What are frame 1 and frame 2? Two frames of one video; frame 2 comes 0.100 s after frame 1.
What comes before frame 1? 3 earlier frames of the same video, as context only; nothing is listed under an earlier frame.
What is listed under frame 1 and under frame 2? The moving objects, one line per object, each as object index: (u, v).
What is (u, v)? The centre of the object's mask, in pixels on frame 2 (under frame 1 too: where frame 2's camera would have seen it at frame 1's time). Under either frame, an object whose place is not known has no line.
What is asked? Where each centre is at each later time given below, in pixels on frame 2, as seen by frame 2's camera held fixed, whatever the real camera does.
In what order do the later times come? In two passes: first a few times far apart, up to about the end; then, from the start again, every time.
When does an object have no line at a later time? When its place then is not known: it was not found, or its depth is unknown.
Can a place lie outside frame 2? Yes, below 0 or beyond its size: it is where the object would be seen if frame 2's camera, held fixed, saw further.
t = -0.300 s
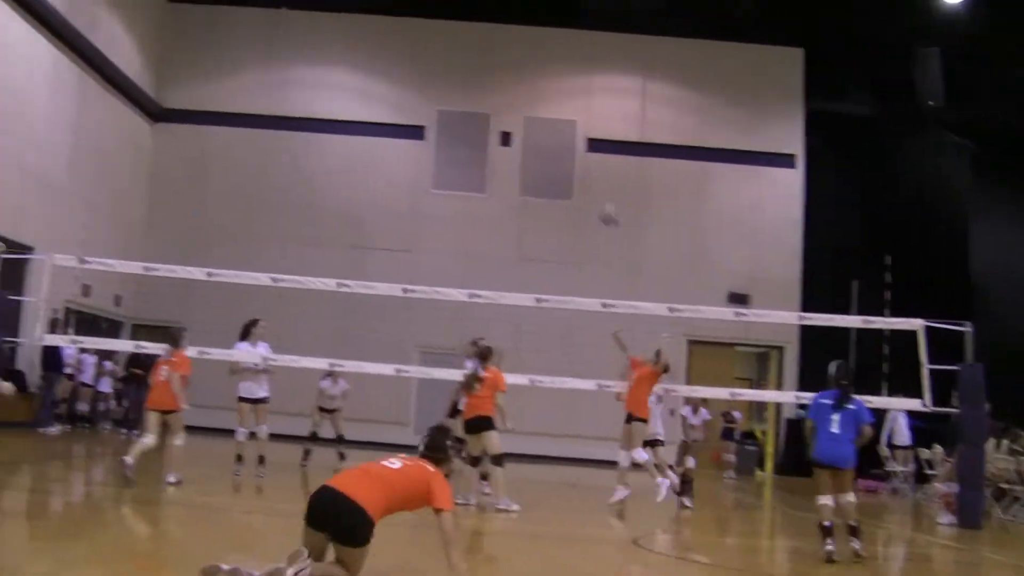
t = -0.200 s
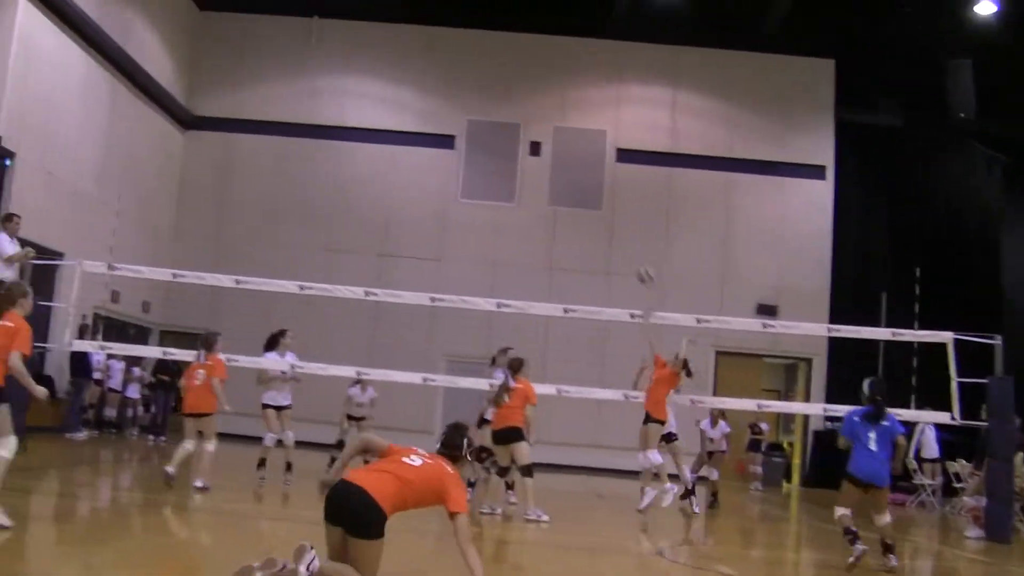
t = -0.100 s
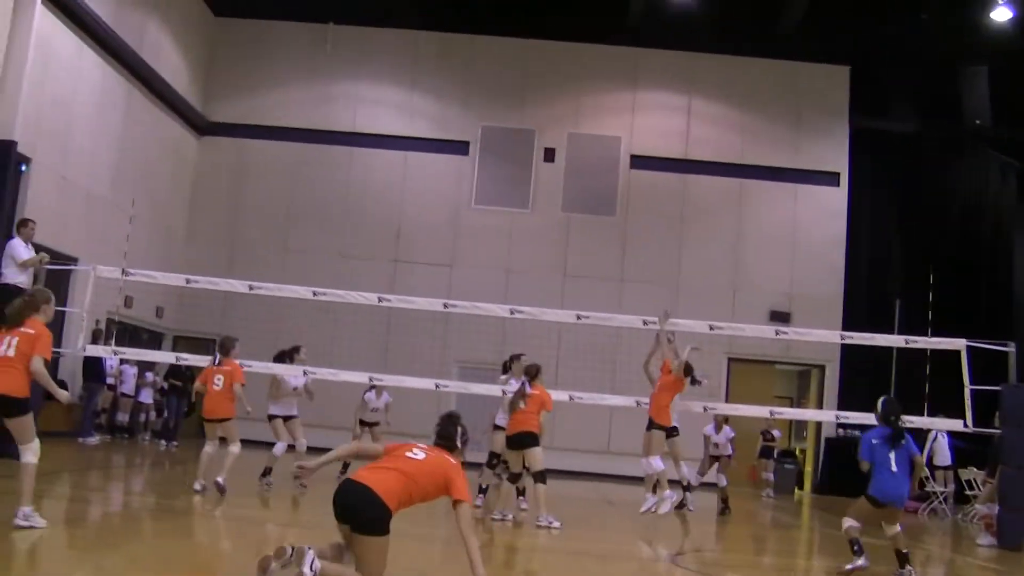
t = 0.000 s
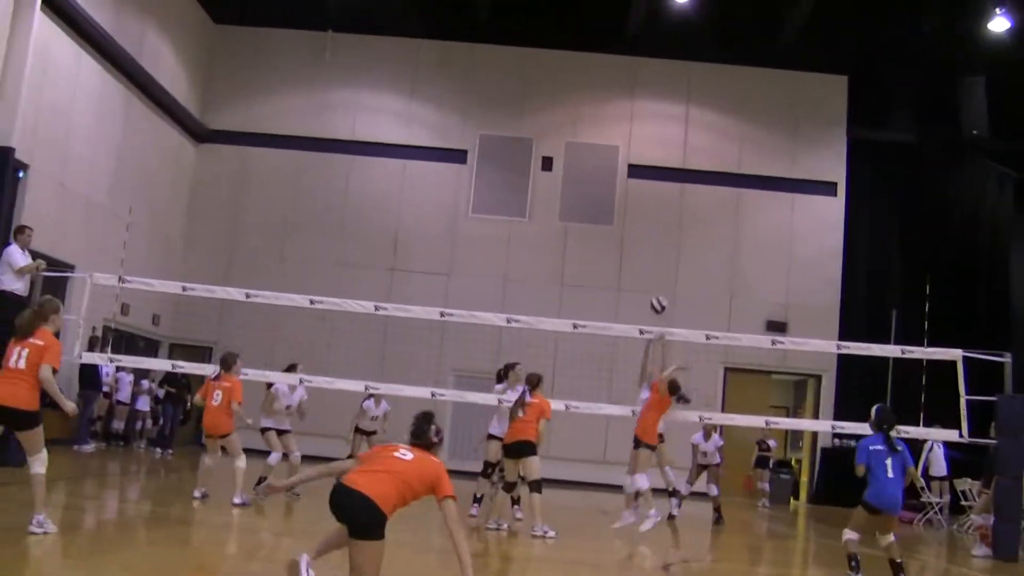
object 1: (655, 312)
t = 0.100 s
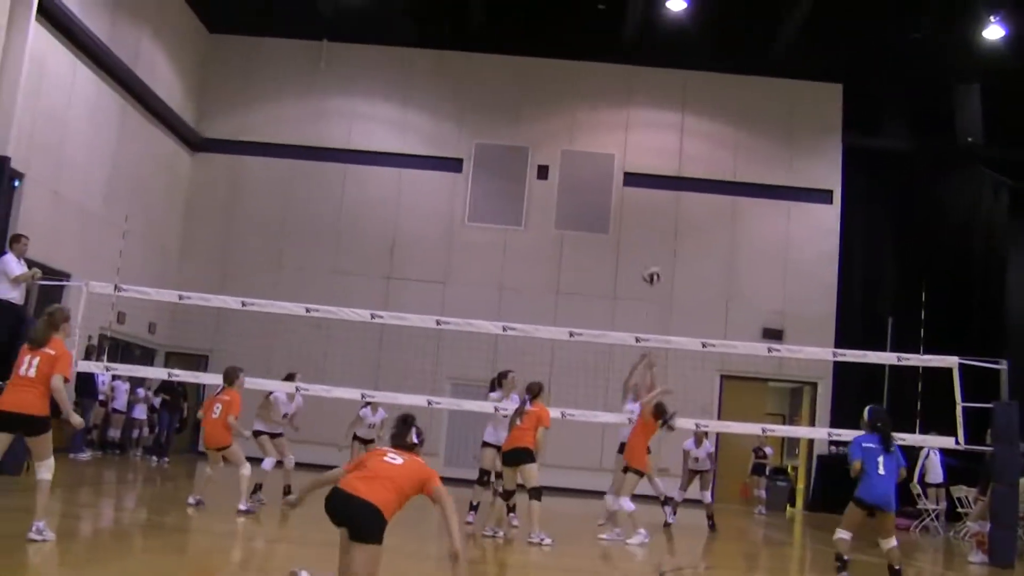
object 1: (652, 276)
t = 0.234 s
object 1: (645, 235)
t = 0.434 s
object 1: (632, 203)
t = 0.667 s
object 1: (611, 210)
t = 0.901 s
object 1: (583, 279)
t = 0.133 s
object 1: (650, 264)
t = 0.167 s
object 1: (648, 254)
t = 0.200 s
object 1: (646, 244)
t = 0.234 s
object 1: (645, 235)
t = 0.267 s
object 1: (643, 227)
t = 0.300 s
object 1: (641, 220)
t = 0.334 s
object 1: (639, 214)
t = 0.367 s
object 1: (636, 209)
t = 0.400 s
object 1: (633, 205)
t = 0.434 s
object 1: (632, 203)
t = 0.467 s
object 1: (630, 201)
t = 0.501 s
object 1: (627, 200)
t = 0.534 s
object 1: (624, 199)
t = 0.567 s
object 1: (621, 201)
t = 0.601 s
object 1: (618, 203)
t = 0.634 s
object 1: (614, 206)
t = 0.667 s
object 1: (611, 210)
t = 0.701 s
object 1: (608, 217)
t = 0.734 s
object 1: (604, 223)
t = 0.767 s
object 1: (601, 232)
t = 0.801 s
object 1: (596, 240)
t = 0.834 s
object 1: (592, 253)
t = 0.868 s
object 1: (589, 266)
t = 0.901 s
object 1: (583, 279)
